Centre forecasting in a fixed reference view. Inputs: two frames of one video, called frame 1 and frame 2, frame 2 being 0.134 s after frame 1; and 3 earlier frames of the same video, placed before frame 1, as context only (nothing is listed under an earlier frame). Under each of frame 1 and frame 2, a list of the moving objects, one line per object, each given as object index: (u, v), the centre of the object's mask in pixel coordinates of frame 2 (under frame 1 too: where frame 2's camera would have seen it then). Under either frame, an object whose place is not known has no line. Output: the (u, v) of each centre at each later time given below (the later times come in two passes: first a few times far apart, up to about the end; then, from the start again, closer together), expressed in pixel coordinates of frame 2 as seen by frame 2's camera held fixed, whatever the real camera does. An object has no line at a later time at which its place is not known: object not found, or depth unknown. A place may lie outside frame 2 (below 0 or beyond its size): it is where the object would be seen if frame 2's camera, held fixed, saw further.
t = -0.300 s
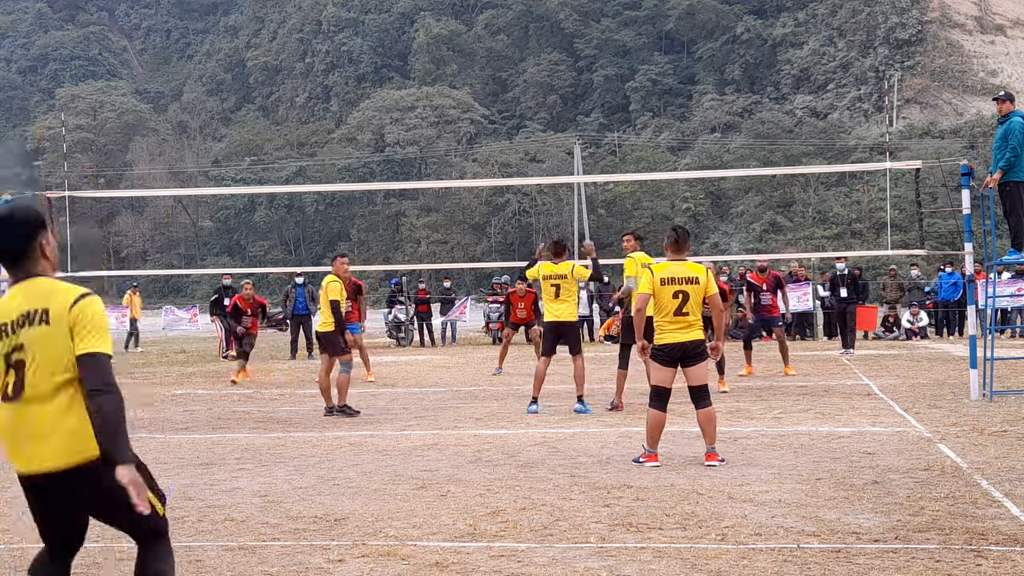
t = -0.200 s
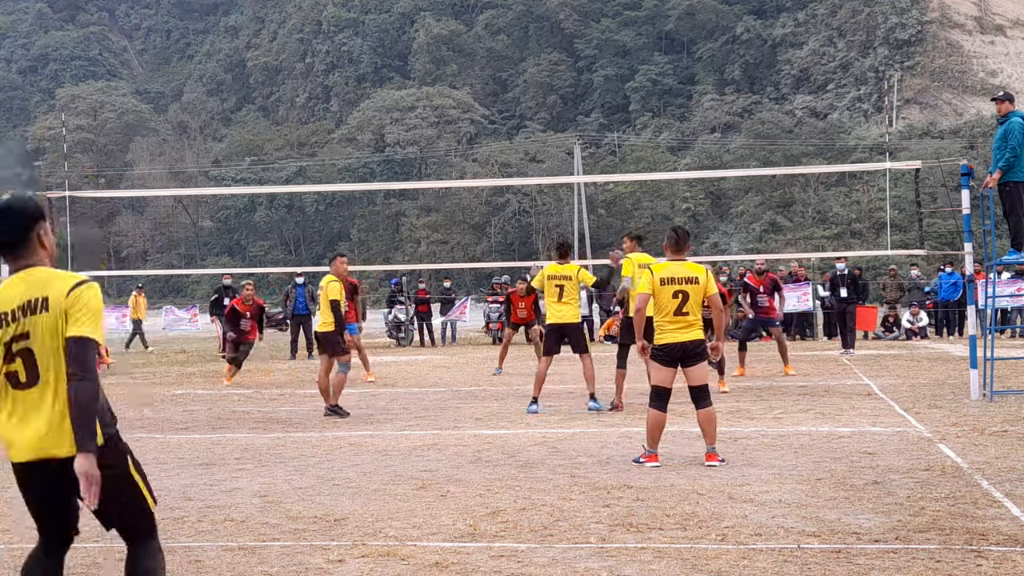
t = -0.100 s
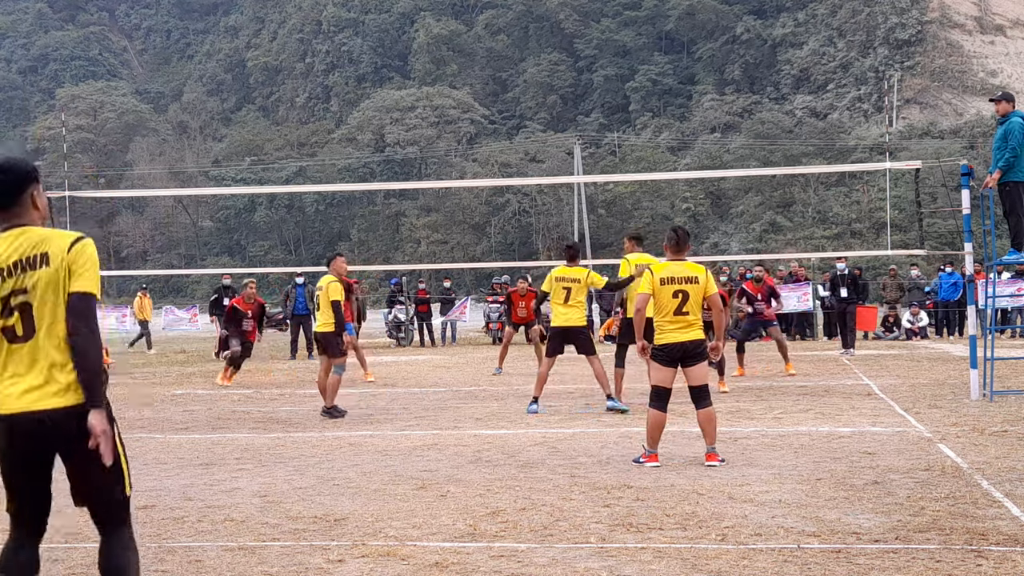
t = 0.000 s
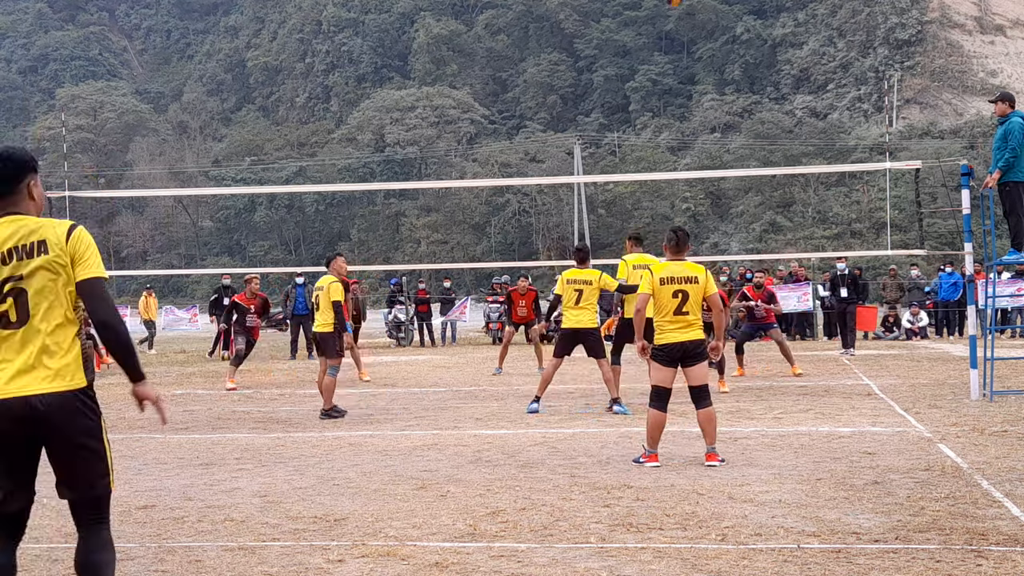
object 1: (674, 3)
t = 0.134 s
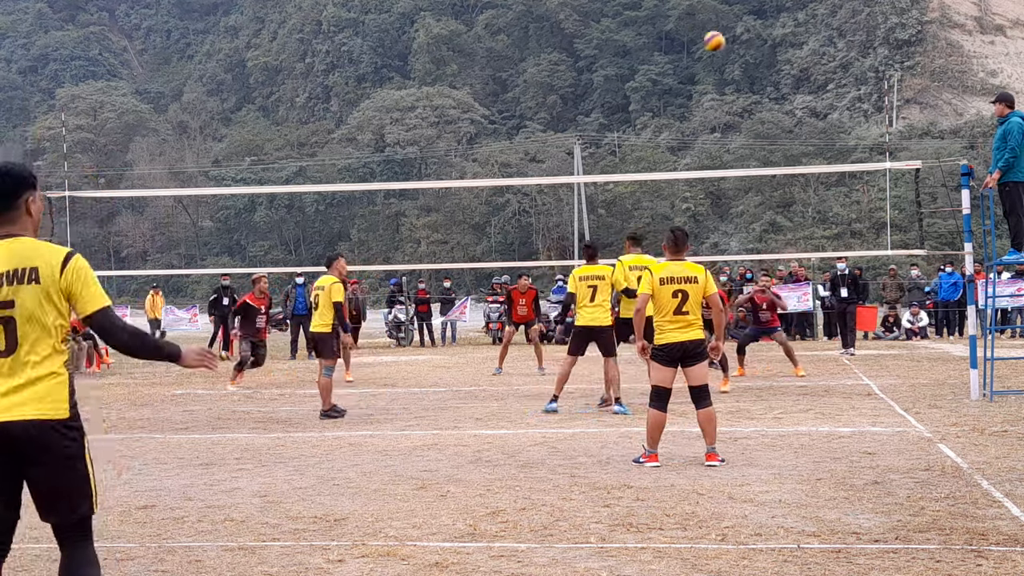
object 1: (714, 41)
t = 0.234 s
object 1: (740, 83)
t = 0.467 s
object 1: (792, 185)
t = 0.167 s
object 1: (723, 54)
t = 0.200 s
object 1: (732, 69)
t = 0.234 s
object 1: (740, 83)
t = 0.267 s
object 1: (749, 97)
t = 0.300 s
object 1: (756, 112)
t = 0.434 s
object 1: (786, 171)
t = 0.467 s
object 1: (792, 185)
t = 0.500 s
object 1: (798, 198)
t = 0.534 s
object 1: (804, 213)
